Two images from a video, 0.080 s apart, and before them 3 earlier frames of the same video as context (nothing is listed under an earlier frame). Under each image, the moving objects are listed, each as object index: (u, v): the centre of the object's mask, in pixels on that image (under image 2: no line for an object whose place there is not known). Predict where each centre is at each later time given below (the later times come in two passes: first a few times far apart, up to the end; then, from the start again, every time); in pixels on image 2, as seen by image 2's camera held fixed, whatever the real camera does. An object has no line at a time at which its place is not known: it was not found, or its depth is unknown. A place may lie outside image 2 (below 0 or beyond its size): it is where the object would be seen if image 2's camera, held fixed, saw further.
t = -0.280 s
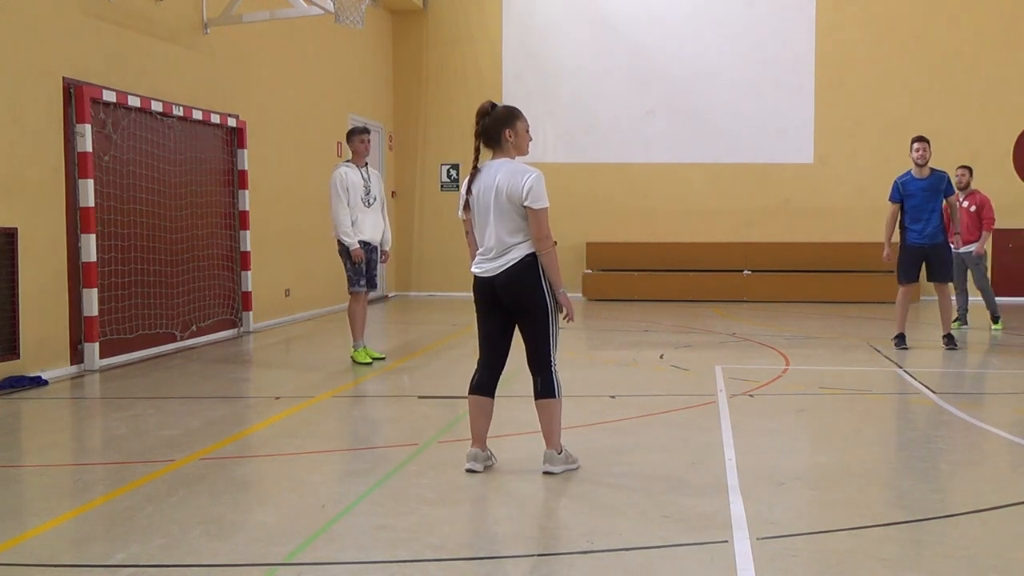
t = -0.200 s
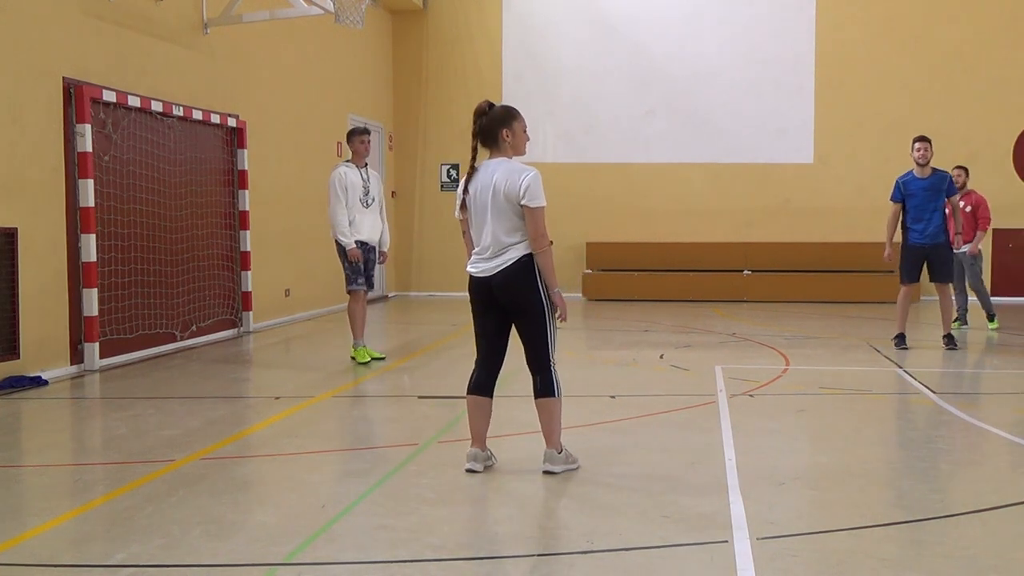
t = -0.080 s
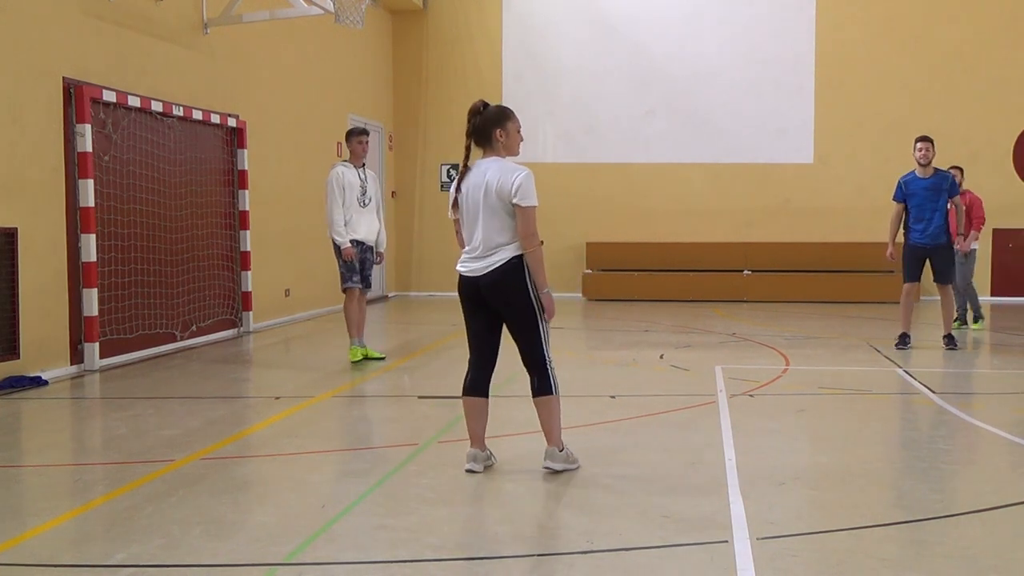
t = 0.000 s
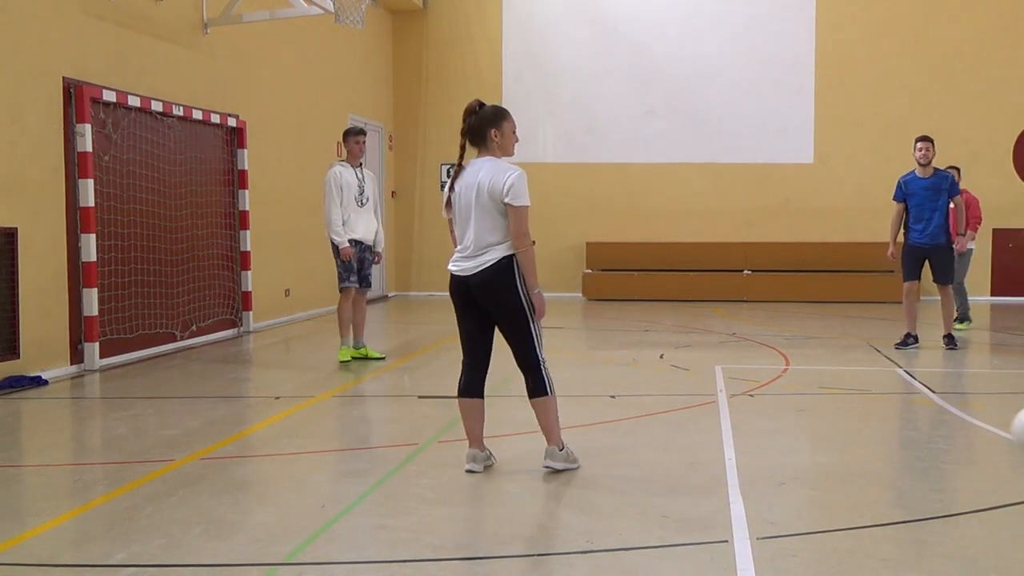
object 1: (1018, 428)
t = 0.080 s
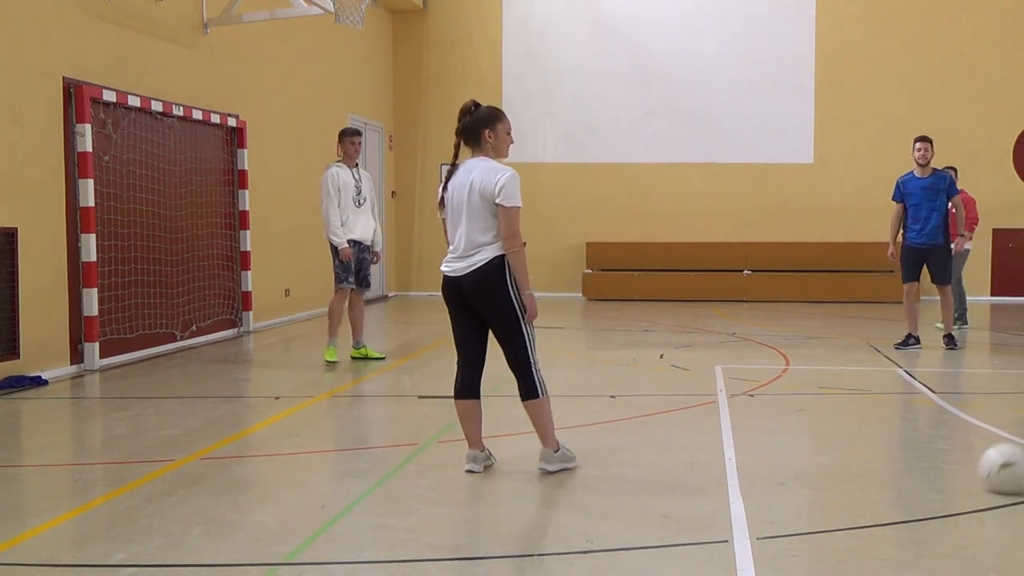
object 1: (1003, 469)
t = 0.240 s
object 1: (948, 444)
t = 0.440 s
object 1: (875, 467)
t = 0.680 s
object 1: (794, 469)
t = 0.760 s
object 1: (768, 475)
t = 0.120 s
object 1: (990, 460)
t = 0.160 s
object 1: (976, 452)
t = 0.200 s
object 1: (962, 446)
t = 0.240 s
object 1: (948, 444)
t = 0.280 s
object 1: (934, 446)
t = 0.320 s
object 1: (919, 451)
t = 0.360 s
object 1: (904, 460)
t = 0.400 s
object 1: (889, 473)
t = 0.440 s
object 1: (875, 467)
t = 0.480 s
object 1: (860, 464)
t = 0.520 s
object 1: (847, 464)
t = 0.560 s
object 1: (834, 468)
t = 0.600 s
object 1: (820, 474)
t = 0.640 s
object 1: (806, 471)
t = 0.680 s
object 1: (794, 469)
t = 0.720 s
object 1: (781, 472)
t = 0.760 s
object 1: (768, 475)
